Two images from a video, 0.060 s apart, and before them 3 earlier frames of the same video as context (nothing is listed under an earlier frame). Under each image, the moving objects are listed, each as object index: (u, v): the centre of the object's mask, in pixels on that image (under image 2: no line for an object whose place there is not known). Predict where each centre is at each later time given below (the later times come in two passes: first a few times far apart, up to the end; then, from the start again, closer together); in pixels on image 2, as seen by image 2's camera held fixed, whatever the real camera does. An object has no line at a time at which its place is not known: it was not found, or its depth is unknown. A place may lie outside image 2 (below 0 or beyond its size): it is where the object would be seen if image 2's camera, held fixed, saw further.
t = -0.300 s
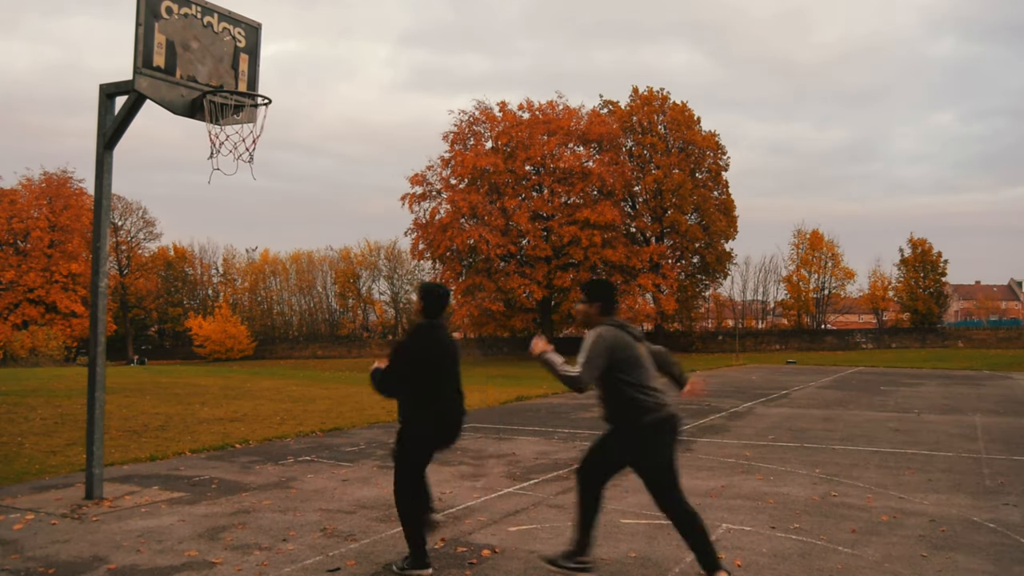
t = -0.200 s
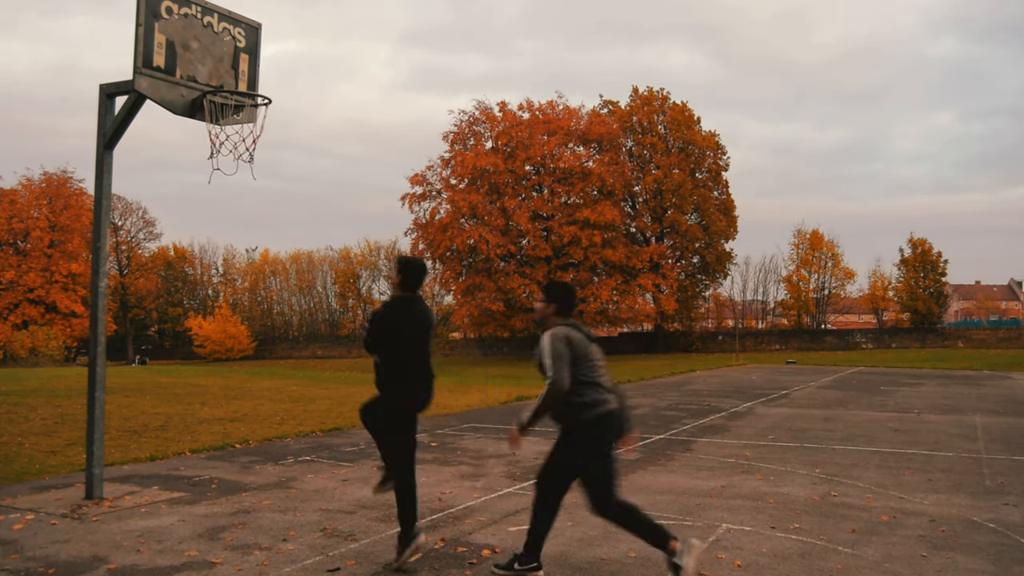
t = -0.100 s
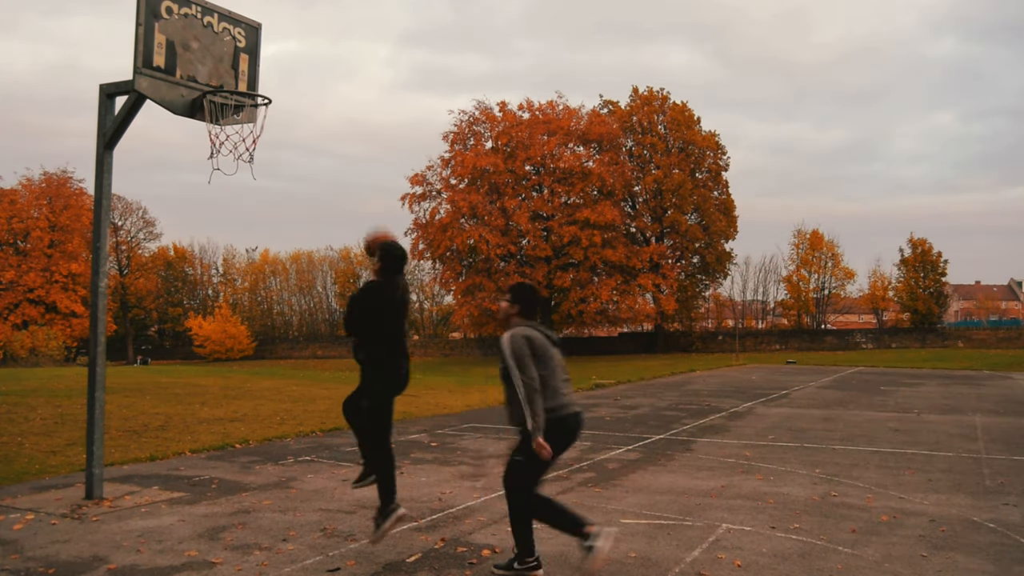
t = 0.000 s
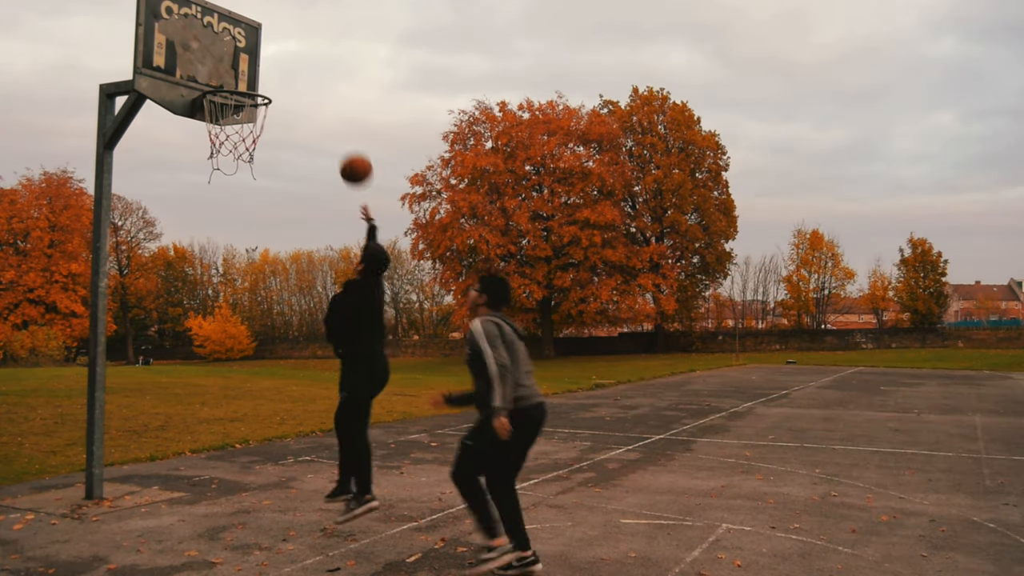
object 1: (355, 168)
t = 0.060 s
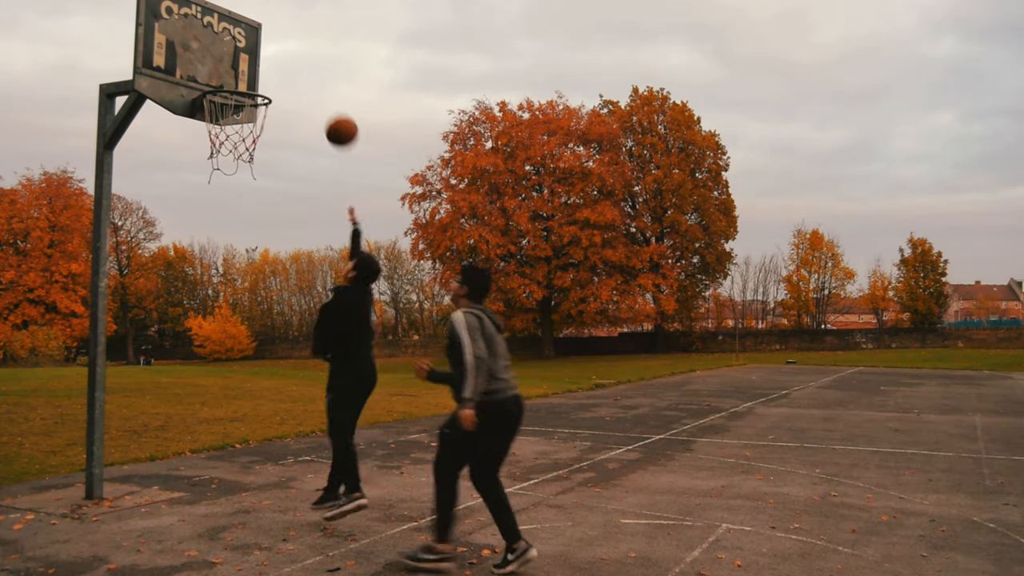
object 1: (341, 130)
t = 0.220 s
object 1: (305, 56)
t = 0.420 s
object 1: (260, 14)
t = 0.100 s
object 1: (332, 108)
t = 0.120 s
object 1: (327, 98)
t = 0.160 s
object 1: (318, 79)
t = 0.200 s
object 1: (309, 63)
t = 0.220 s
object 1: (305, 56)
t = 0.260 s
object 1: (296, 43)
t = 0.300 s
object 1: (286, 32)
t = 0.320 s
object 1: (282, 28)
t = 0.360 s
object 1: (273, 20)
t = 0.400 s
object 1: (265, 15)
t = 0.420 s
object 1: (260, 14)
